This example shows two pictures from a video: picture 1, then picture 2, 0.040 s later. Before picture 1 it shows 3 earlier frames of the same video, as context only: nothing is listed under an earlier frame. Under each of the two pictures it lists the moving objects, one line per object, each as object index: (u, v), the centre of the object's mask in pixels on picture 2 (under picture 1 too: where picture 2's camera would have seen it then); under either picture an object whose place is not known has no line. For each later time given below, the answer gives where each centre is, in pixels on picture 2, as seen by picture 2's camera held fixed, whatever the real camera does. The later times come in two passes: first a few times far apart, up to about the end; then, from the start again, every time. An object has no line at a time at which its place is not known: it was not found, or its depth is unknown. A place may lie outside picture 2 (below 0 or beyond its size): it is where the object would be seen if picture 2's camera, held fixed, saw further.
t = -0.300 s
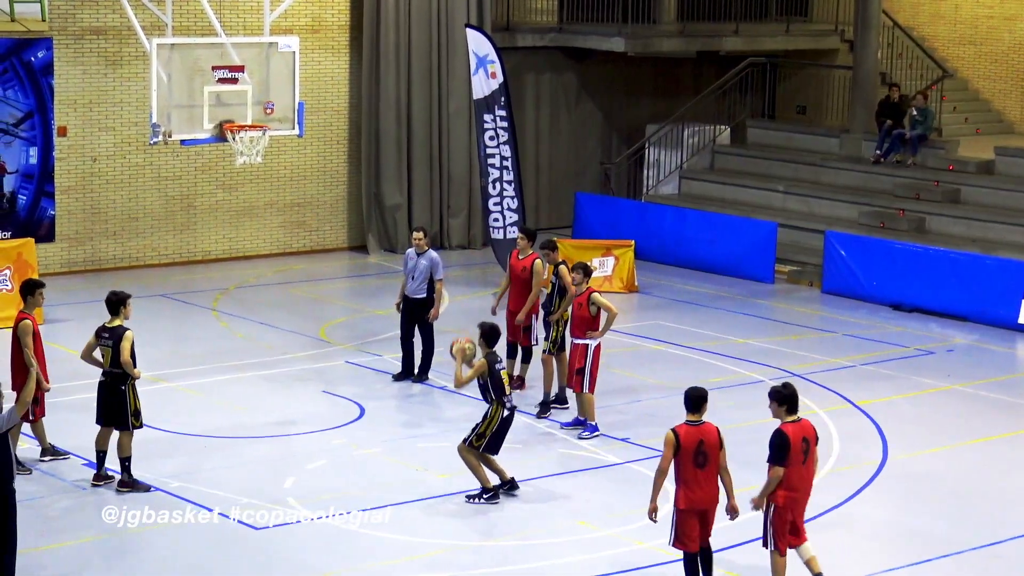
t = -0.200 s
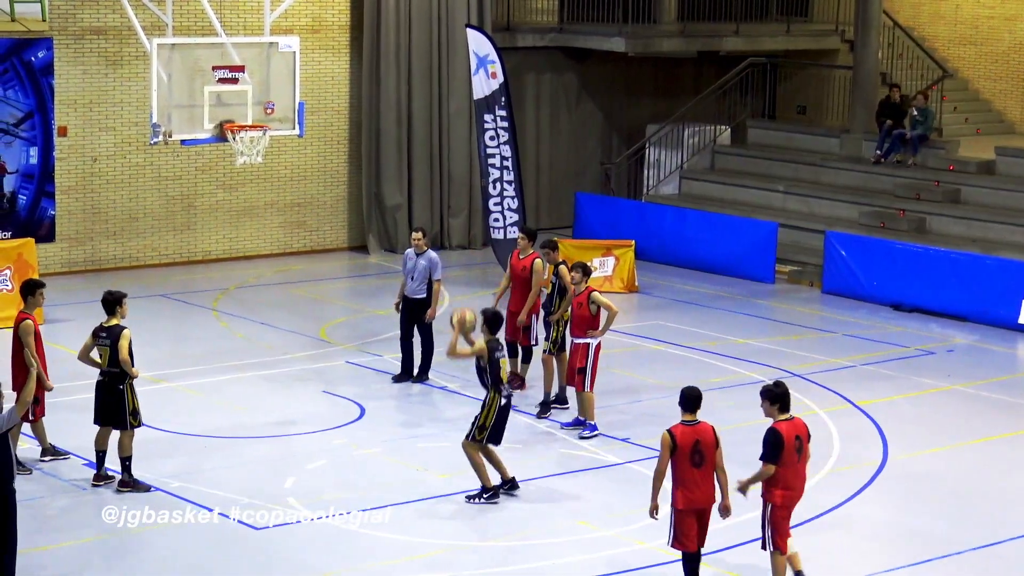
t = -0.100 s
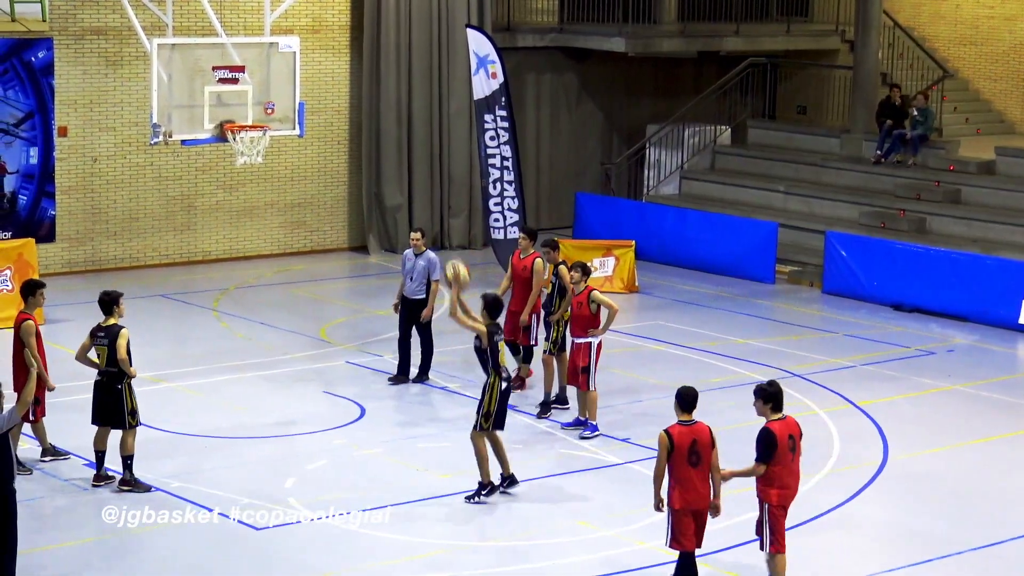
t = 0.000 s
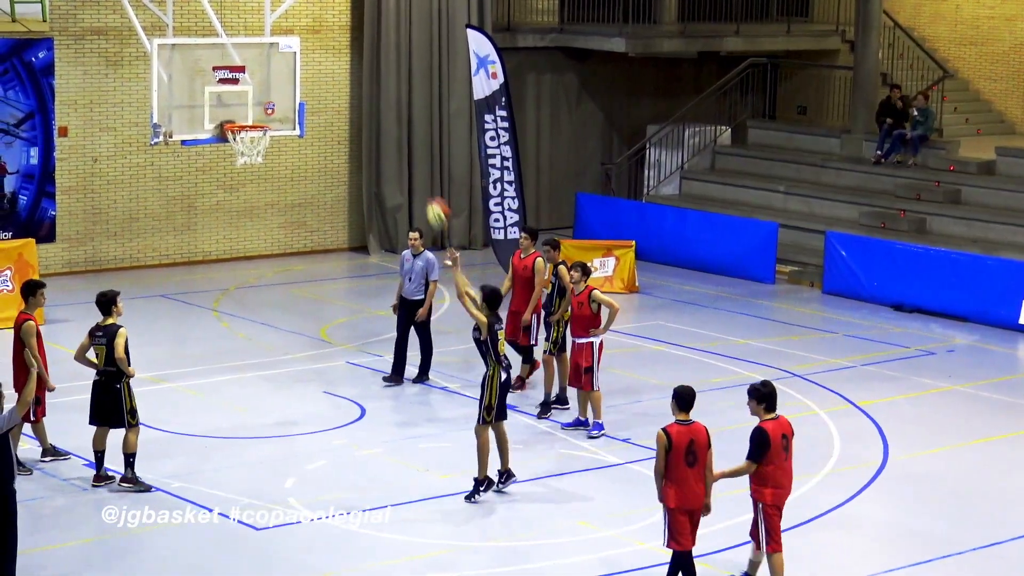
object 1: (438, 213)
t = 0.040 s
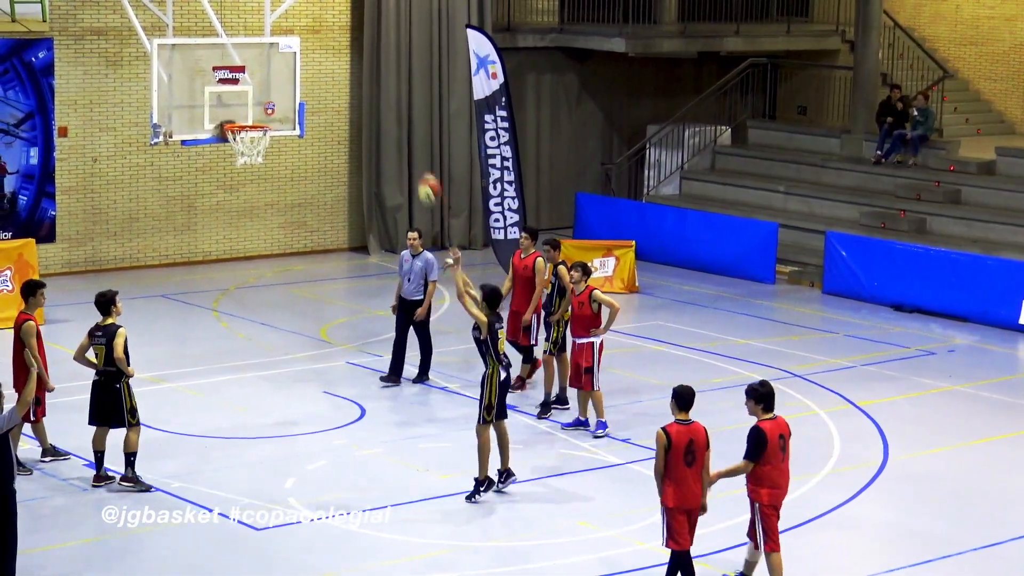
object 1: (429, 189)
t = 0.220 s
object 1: (390, 107)
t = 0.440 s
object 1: (345, 57)
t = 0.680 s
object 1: (302, 59)
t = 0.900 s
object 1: (263, 106)
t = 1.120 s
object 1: (241, 148)
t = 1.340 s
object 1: (234, 192)
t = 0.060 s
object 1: (424, 178)
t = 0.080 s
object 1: (420, 167)
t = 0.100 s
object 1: (415, 157)
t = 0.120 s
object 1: (411, 148)
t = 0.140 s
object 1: (406, 138)
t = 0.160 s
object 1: (403, 131)
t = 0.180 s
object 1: (398, 123)
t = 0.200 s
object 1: (394, 115)
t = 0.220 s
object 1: (390, 107)
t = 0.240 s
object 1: (386, 101)
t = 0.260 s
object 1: (382, 94)
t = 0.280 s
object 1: (378, 89)
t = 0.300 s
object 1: (374, 83)
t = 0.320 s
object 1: (370, 78)
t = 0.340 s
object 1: (366, 73)
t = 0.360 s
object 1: (362, 69)
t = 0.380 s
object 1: (357, 65)
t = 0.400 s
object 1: (353, 62)
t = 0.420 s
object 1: (349, 60)
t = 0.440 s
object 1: (345, 57)
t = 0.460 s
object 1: (341, 55)
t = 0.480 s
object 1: (337, 54)
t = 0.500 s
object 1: (334, 54)
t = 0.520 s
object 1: (331, 53)
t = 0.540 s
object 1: (327, 52)
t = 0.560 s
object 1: (324, 52)
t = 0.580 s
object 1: (320, 52)
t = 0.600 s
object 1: (316, 53)
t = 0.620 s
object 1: (312, 53)
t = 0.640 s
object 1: (309, 55)
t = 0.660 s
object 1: (305, 57)
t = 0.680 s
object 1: (302, 59)
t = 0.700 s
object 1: (298, 62)
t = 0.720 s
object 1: (295, 64)
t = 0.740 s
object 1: (291, 67)
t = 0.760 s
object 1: (287, 71)
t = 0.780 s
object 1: (283, 75)
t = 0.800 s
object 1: (279, 80)
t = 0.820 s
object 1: (275, 85)
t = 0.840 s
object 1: (272, 90)
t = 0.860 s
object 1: (269, 95)
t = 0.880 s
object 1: (266, 101)
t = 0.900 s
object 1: (263, 106)
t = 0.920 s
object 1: (260, 112)
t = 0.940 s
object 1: (256, 118)
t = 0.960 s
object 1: (253, 125)
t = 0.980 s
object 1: (249, 135)
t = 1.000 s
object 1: (247, 139)
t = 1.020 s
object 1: (244, 138)
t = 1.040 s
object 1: (242, 143)
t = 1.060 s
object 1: (242, 143)
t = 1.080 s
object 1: (245, 146)
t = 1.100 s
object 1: (242, 148)
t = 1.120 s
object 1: (241, 148)
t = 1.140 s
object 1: (239, 150)
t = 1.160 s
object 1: (239, 152)
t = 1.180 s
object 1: (238, 155)
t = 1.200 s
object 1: (237, 159)
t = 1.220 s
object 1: (236, 162)
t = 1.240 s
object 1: (236, 166)
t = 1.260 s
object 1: (235, 170)
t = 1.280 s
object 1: (235, 176)
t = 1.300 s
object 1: (234, 181)
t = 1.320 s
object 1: (234, 187)
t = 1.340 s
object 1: (234, 192)
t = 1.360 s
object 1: (233, 196)
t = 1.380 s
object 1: (233, 204)
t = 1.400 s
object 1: (233, 212)
